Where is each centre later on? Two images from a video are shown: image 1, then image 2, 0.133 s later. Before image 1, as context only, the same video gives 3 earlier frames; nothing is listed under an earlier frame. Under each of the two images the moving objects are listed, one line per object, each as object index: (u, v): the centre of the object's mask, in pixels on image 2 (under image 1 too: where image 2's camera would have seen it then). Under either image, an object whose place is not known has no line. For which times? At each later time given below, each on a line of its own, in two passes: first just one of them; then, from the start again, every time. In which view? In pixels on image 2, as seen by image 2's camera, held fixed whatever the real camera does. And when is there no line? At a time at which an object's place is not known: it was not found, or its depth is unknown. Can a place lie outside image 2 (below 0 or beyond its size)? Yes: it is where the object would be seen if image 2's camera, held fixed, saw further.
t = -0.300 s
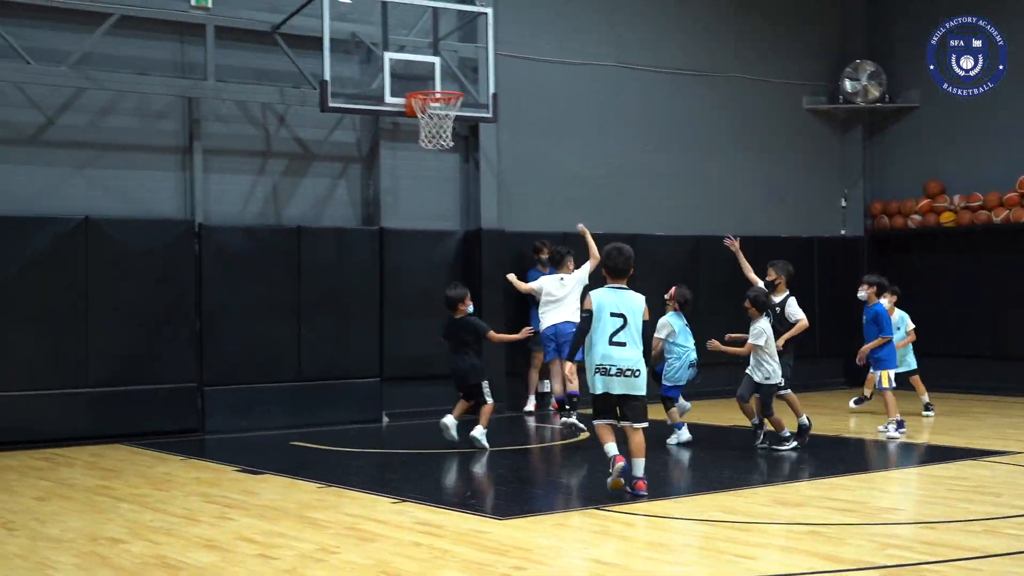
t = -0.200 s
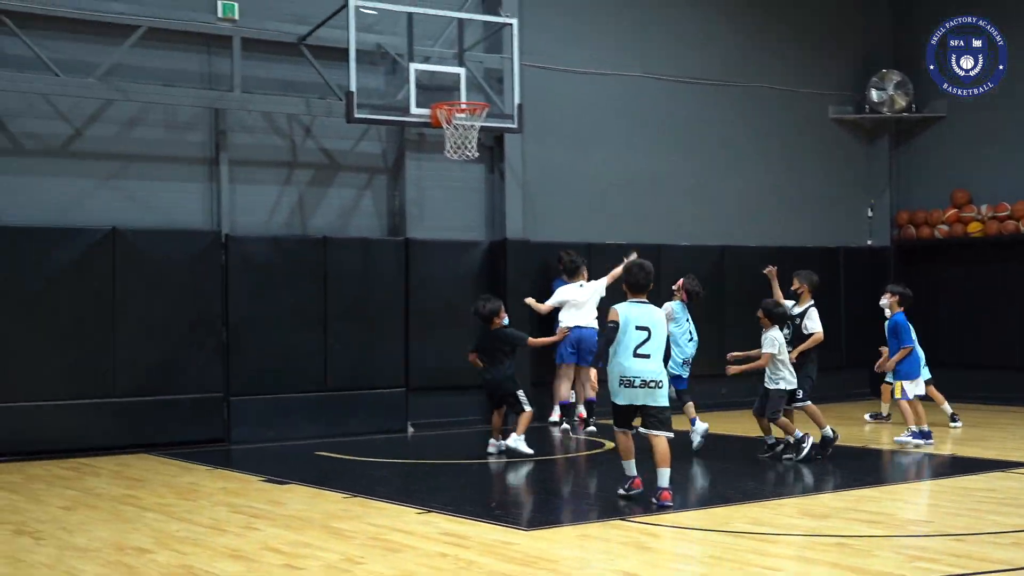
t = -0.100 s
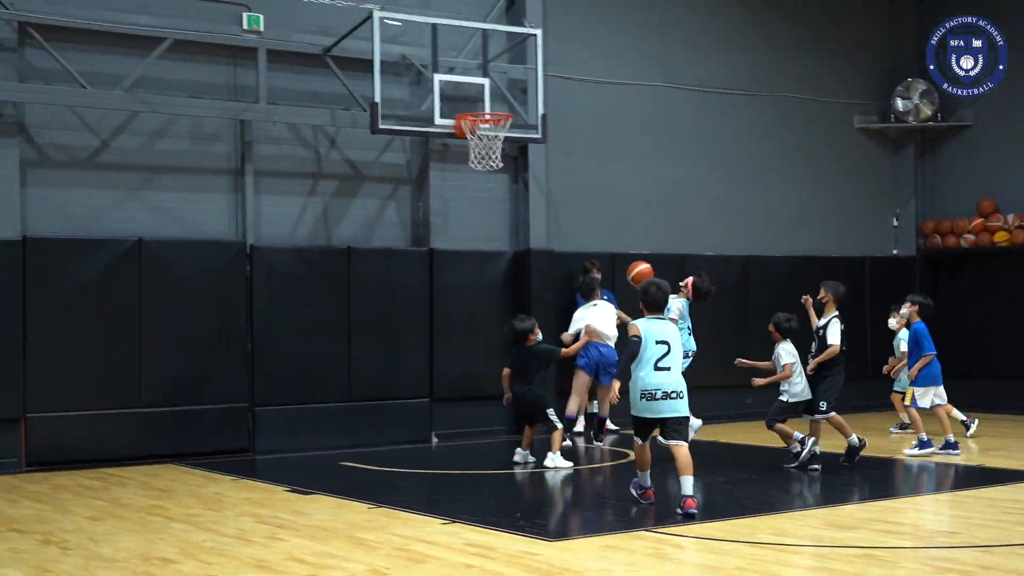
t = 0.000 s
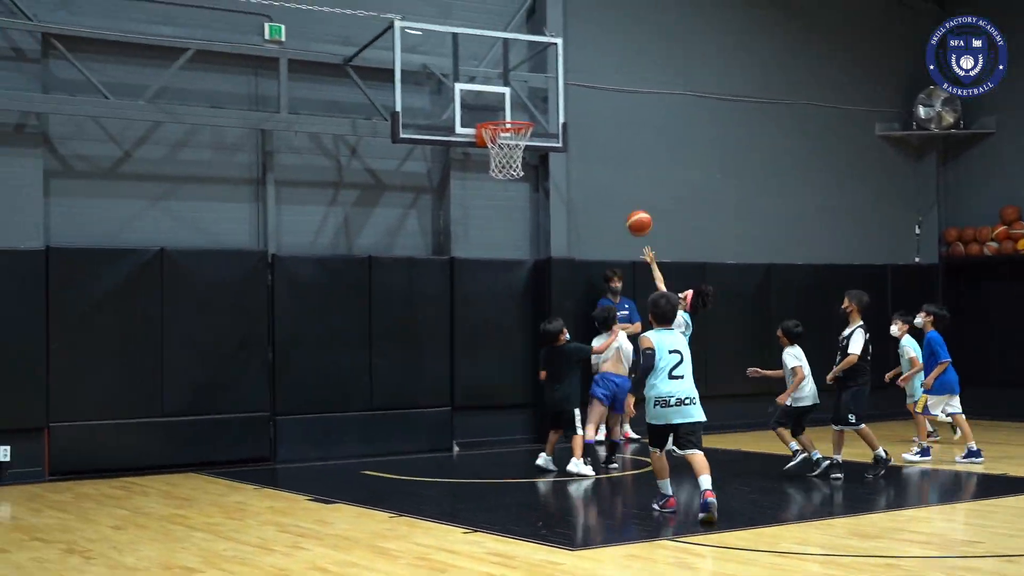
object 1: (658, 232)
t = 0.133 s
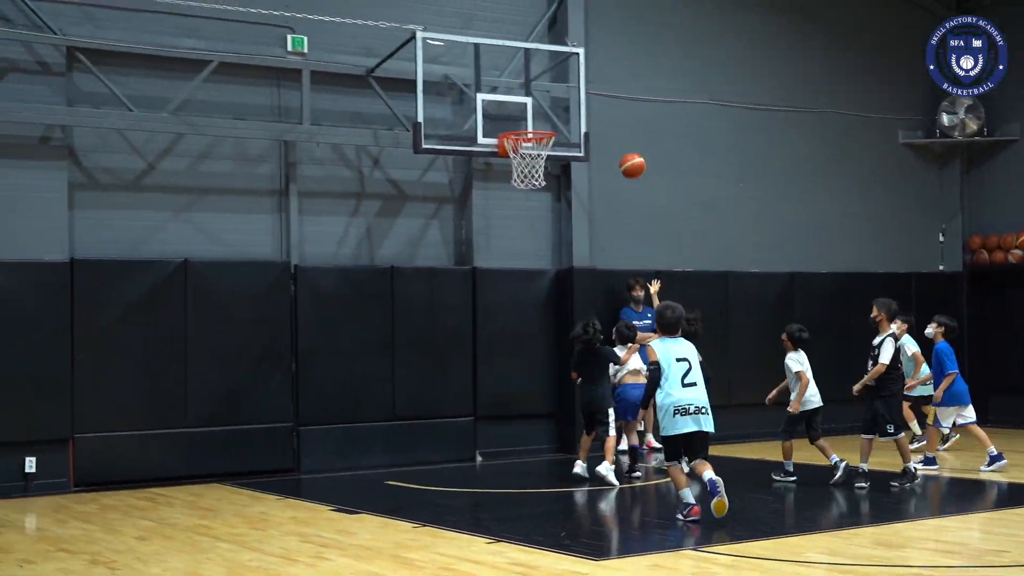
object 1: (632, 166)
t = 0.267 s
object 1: (607, 120)
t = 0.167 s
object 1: (626, 153)
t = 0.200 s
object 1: (620, 141)
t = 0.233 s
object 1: (613, 130)
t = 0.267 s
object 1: (607, 120)
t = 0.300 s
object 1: (600, 112)
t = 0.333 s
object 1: (594, 105)
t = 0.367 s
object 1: (588, 99)
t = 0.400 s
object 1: (581, 95)
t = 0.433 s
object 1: (575, 91)
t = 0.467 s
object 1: (570, 89)
